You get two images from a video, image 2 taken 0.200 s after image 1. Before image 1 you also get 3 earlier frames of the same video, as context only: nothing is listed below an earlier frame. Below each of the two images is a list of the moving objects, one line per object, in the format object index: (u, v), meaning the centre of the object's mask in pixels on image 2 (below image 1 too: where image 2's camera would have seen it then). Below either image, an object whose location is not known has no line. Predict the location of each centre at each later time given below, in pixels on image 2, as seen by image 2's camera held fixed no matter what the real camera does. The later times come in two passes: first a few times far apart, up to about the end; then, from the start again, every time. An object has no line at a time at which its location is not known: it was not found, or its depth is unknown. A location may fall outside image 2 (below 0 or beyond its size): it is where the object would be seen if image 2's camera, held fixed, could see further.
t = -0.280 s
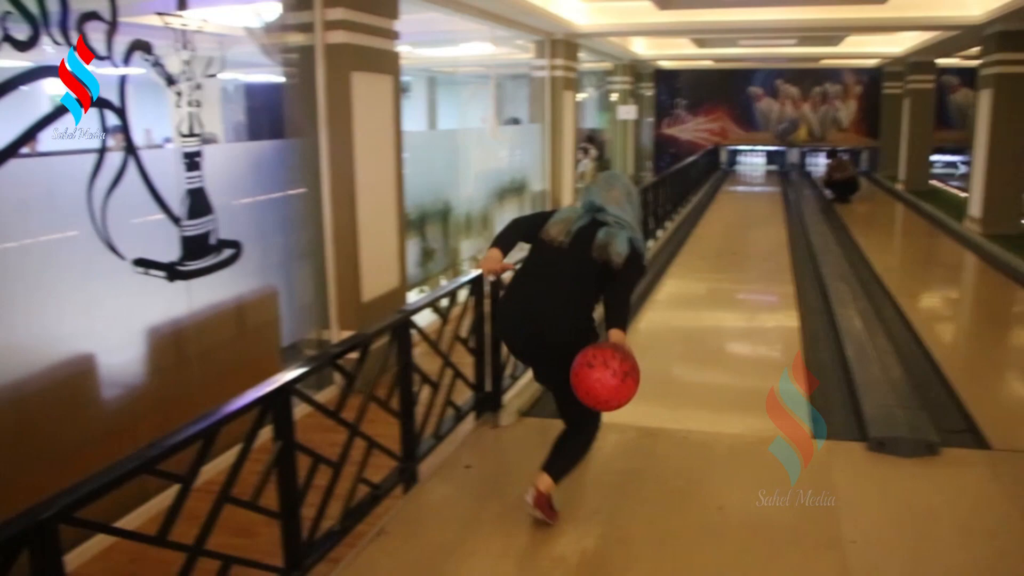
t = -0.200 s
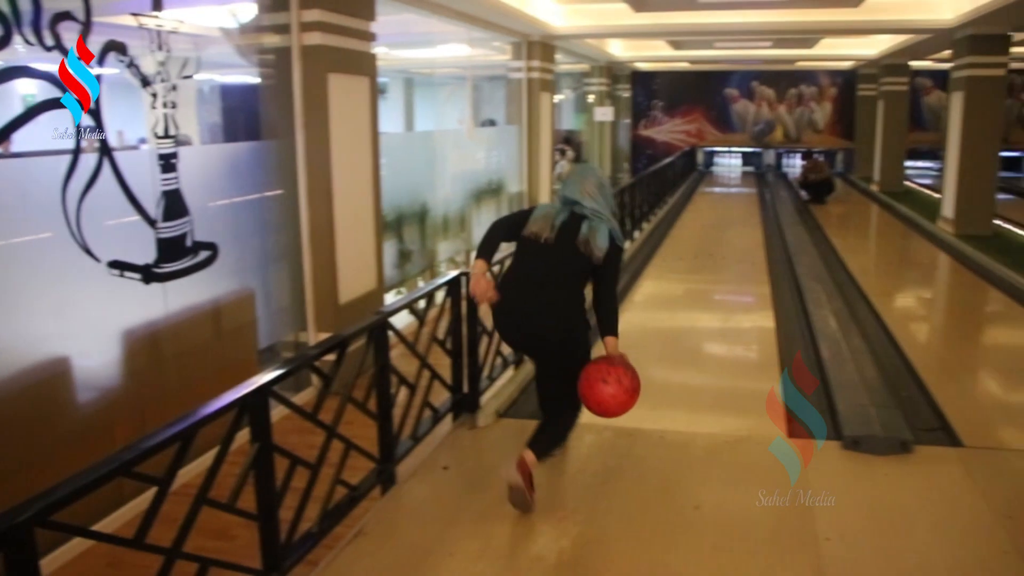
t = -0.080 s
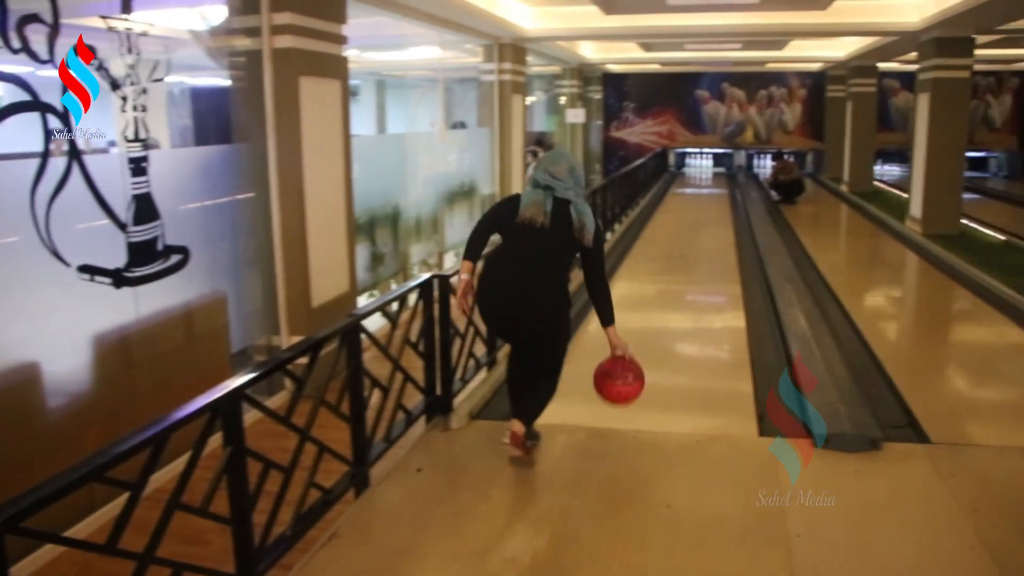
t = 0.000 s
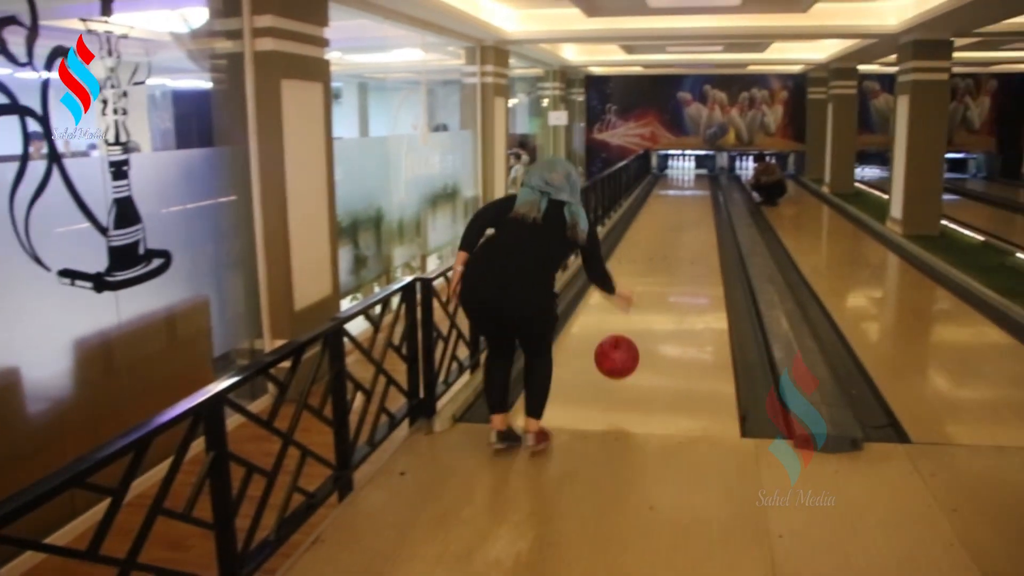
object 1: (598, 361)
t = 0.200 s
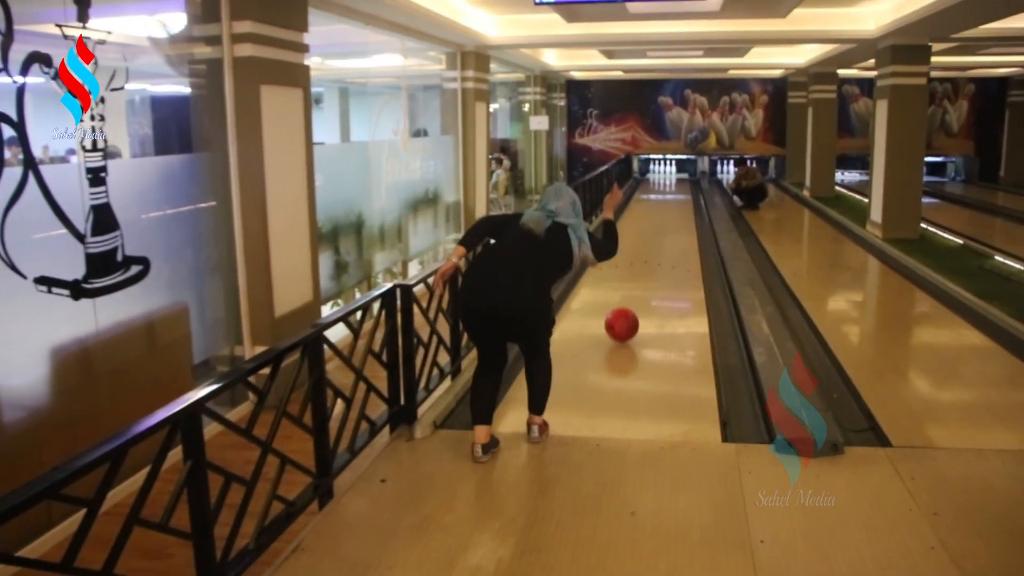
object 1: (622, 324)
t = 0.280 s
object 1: (628, 309)
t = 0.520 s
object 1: (643, 274)
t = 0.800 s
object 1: (652, 247)
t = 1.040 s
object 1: (657, 232)
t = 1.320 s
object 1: (661, 219)
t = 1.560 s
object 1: (662, 210)
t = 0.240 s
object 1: (625, 316)
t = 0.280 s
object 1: (628, 309)
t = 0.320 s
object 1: (631, 302)
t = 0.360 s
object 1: (634, 295)
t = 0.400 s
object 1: (637, 290)
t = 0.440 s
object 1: (640, 284)
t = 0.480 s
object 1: (641, 279)
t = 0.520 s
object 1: (643, 274)
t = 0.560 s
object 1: (645, 269)
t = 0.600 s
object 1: (646, 265)
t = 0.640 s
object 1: (648, 261)
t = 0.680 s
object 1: (649, 257)
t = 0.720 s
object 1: (650, 254)
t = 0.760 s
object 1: (651, 251)
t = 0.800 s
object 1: (652, 247)
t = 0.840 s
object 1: (653, 244)
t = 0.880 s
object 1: (654, 242)
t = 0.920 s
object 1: (655, 239)
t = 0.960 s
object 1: (656, 236)
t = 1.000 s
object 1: (657, 234)
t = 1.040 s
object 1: (657, 232)
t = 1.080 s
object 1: (658, 230)
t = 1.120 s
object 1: (659, 228)
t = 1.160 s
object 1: (659, 226)
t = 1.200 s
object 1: (660, 223)
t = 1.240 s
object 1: (660, 221)
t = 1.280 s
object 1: (660, 220)
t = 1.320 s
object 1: (661, 219)
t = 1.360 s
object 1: (661, 217)
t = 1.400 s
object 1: (661, 215)
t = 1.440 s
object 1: (662, 214)
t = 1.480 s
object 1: (662, 213)
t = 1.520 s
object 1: (662, 212)
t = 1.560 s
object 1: (662, 210)
